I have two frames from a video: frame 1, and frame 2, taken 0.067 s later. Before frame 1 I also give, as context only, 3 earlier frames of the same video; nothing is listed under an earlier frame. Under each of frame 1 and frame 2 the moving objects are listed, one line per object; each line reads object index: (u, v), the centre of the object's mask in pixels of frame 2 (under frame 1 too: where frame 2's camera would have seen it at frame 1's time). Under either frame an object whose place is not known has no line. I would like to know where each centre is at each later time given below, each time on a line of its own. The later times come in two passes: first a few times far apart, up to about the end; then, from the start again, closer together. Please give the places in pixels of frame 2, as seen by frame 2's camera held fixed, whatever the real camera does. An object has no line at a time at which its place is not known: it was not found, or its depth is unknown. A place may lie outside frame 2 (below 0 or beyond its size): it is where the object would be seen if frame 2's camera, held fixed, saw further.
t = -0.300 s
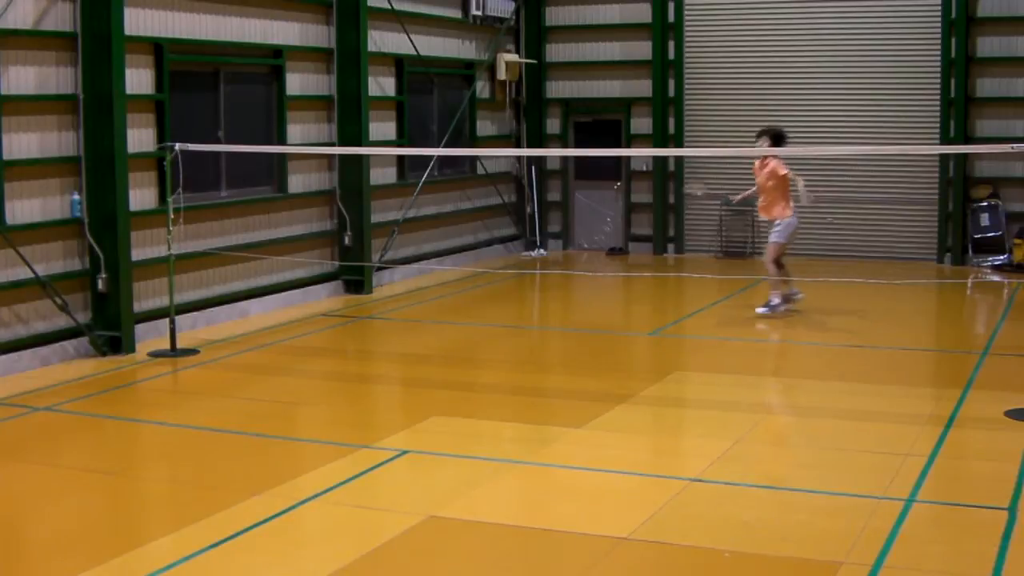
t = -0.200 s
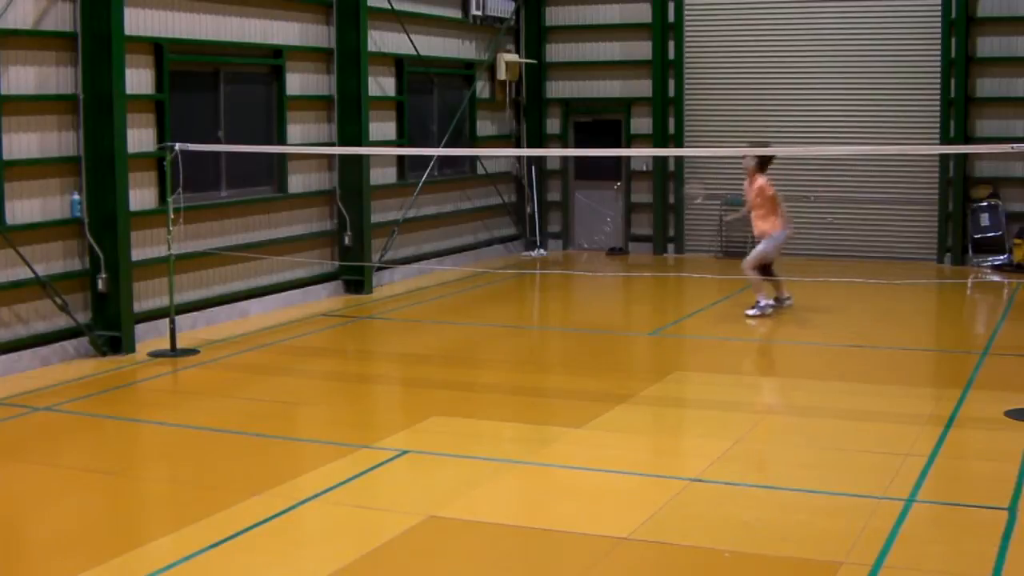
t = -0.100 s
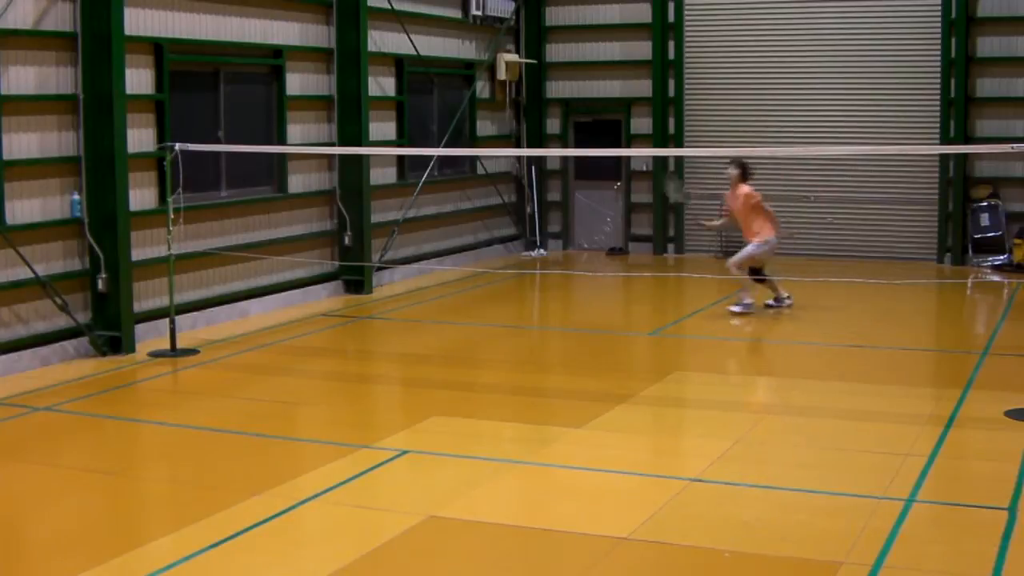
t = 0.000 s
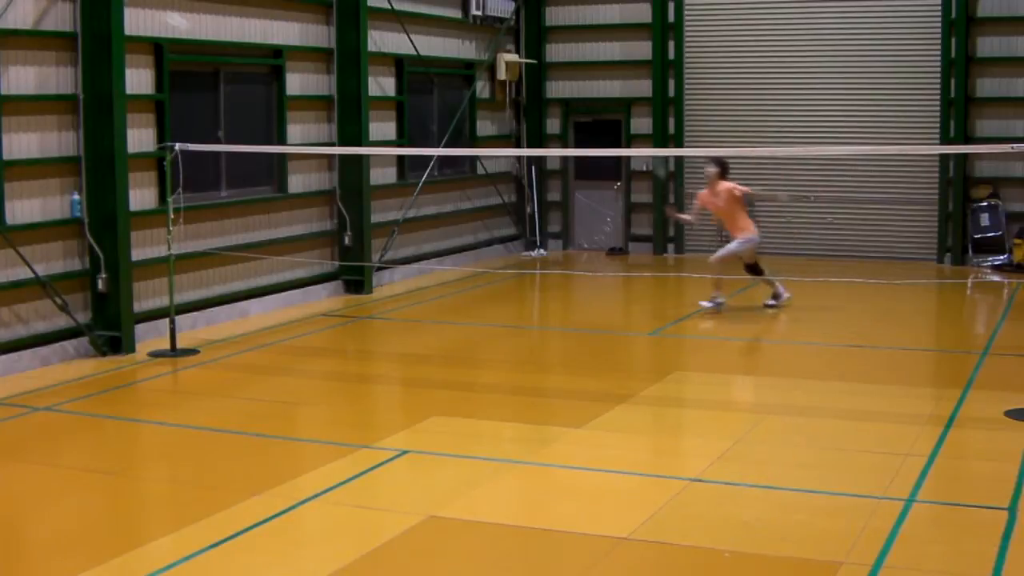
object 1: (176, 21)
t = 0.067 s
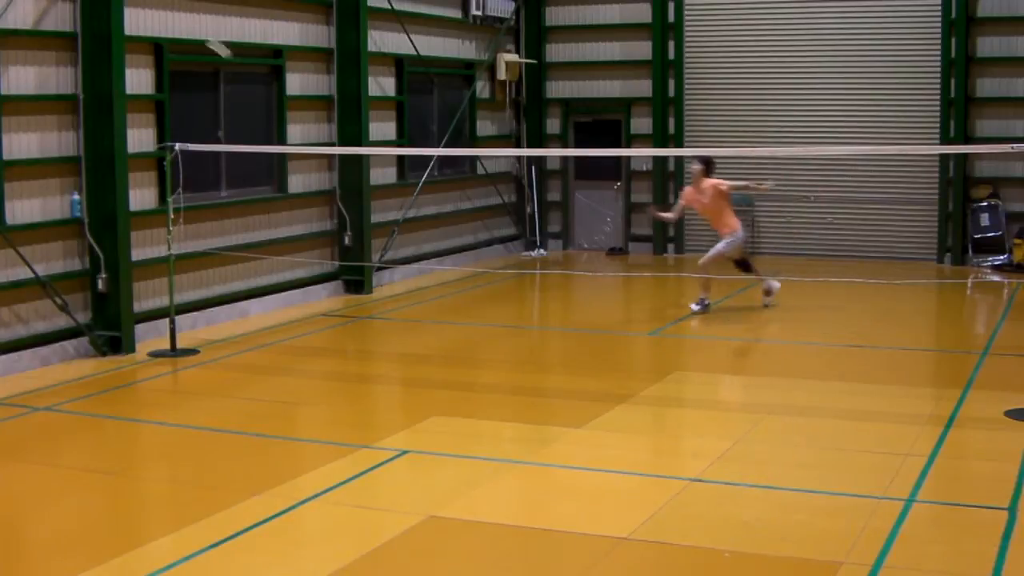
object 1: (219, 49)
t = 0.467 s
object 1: (307, 199)
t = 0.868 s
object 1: (302, 345)
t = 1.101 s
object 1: (311, 356)
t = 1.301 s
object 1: (311, 361)
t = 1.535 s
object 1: (310, 362)
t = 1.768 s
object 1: (309, 362)
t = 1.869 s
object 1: (309, 362)
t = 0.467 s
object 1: (307, 199)
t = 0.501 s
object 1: (302, 210)
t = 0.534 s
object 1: (299, 226)
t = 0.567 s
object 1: (298, 241)
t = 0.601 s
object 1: (296, 255)
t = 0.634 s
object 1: (295, 271)
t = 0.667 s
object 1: (296, 289)
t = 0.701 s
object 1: (296, 306)
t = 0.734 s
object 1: (296, 327)
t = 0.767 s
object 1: (296, 347)
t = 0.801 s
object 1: (296, 355)
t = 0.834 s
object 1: (299, 349)
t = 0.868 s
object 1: (302, 345)
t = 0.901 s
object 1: (304, 344)
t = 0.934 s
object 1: (305, 343)
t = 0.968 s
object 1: (306, 343)
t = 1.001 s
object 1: (306, 344)
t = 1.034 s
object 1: (308, 347)
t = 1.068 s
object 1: (310, 350)
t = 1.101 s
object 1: (311, 356)
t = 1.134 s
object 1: (312, 359)
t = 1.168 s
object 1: (312, 359)
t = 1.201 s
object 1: (311, 358)
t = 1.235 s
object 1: (311, 358)
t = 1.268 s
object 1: (311, 359)
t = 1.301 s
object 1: (311, 361)
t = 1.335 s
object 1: (310, 360)
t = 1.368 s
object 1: (310, 360)
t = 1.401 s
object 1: (310, 361)
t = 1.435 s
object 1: (310, 361)
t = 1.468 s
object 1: (310, 361)
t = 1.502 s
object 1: (310, 361)
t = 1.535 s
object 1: (310, 362)
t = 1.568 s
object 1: (310, 362)
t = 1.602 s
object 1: (310, 362)
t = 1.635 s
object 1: (310, 362)
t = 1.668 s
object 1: (310, 362)
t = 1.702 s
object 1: (309, 362)
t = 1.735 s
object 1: (309, 362)
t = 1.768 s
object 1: (309, 362)
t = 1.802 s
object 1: (309, 362)
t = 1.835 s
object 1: (309, 362)
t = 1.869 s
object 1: (309, 362)
